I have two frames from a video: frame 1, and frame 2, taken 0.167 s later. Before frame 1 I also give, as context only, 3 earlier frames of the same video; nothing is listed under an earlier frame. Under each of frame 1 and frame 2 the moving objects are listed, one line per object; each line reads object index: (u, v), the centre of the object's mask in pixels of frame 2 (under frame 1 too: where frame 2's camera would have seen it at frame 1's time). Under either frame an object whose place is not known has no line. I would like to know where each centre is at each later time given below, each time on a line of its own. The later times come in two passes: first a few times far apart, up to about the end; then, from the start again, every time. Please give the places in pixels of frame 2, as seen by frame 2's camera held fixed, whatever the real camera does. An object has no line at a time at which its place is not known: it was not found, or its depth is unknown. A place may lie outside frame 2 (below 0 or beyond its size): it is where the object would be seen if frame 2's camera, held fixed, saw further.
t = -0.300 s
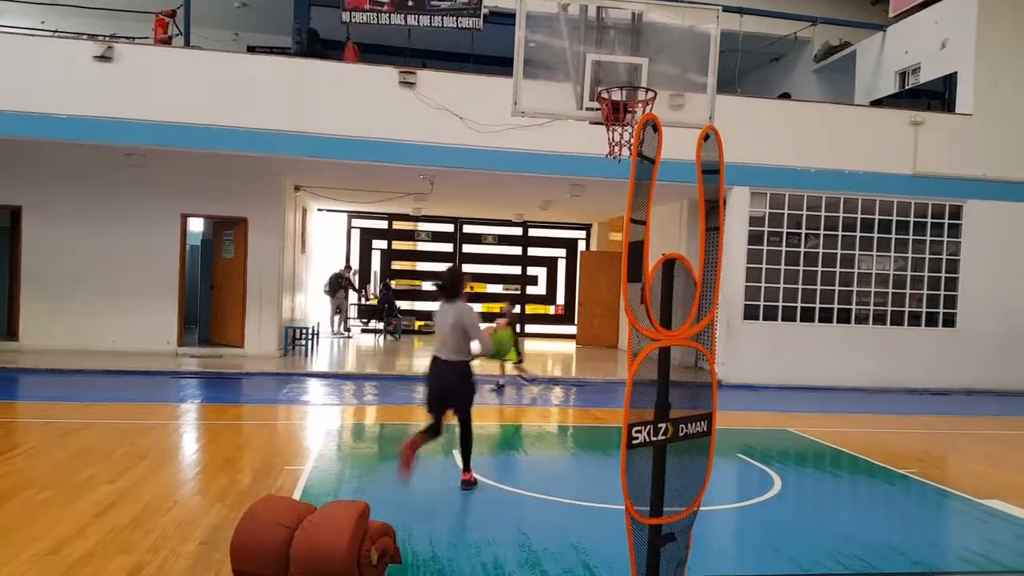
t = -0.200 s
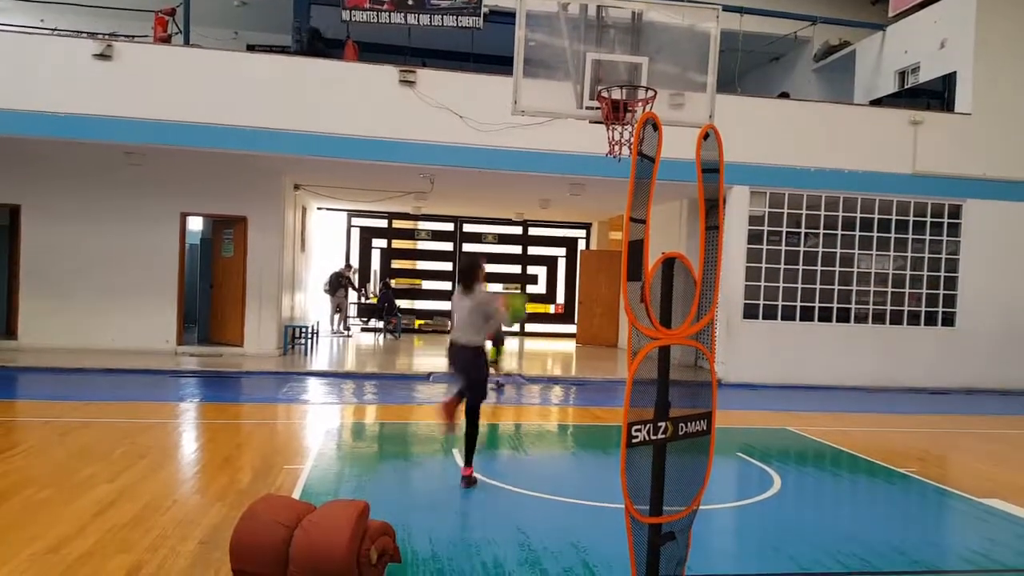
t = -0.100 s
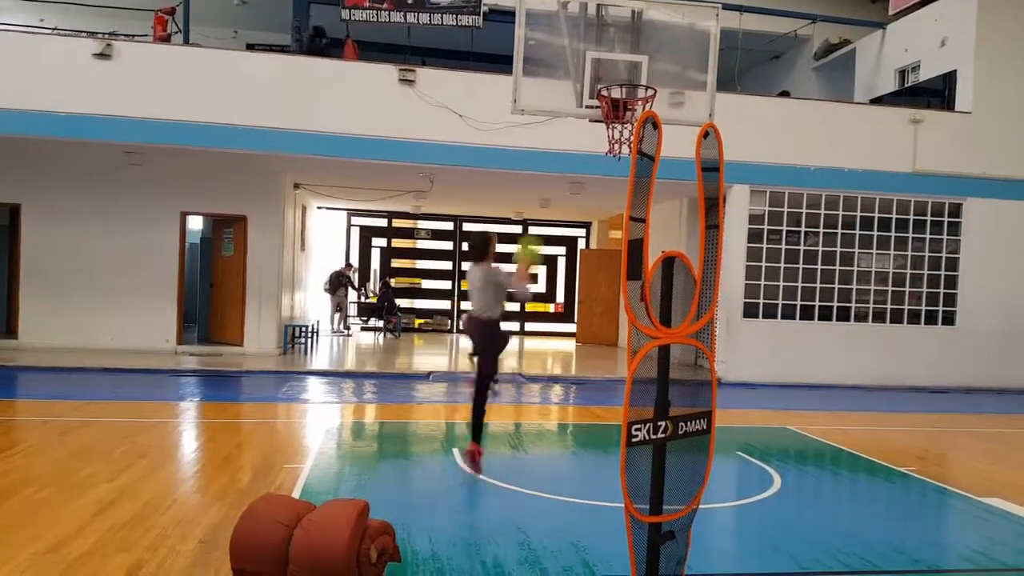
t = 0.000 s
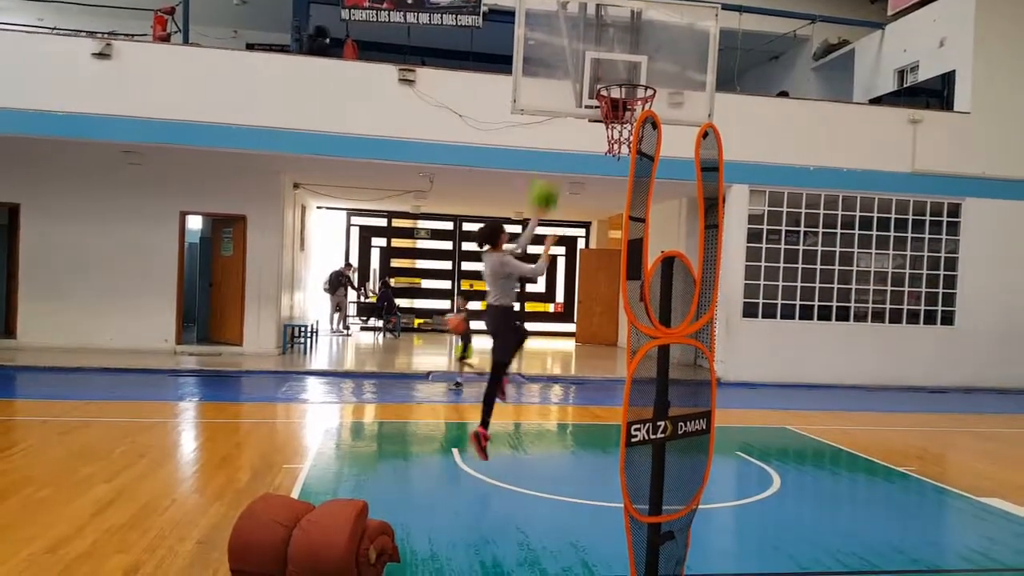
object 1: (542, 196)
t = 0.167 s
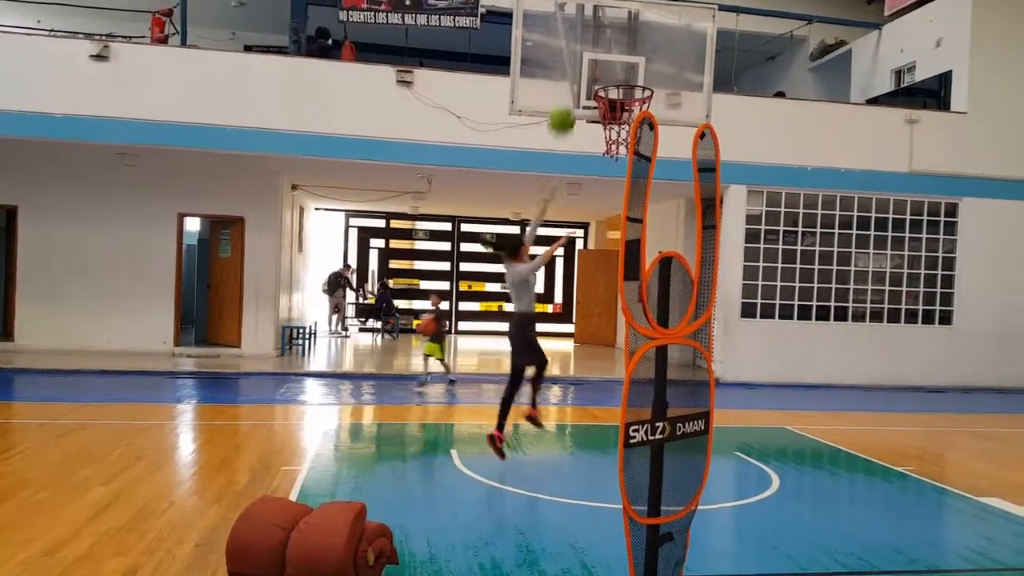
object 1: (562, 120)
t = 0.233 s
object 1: (568, 102)
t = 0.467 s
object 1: (596, 68)
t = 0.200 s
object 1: (564, 111)
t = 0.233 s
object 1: (568, 102)
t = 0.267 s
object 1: (571, 93)
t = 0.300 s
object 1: (576, 87)
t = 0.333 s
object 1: (580, 80)
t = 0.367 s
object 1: (585, 74)
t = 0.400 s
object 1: (589, 71)
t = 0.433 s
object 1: (592, 69)
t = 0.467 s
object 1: (596, 68)
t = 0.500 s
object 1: (601, 69)
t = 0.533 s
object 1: (605, 70)
